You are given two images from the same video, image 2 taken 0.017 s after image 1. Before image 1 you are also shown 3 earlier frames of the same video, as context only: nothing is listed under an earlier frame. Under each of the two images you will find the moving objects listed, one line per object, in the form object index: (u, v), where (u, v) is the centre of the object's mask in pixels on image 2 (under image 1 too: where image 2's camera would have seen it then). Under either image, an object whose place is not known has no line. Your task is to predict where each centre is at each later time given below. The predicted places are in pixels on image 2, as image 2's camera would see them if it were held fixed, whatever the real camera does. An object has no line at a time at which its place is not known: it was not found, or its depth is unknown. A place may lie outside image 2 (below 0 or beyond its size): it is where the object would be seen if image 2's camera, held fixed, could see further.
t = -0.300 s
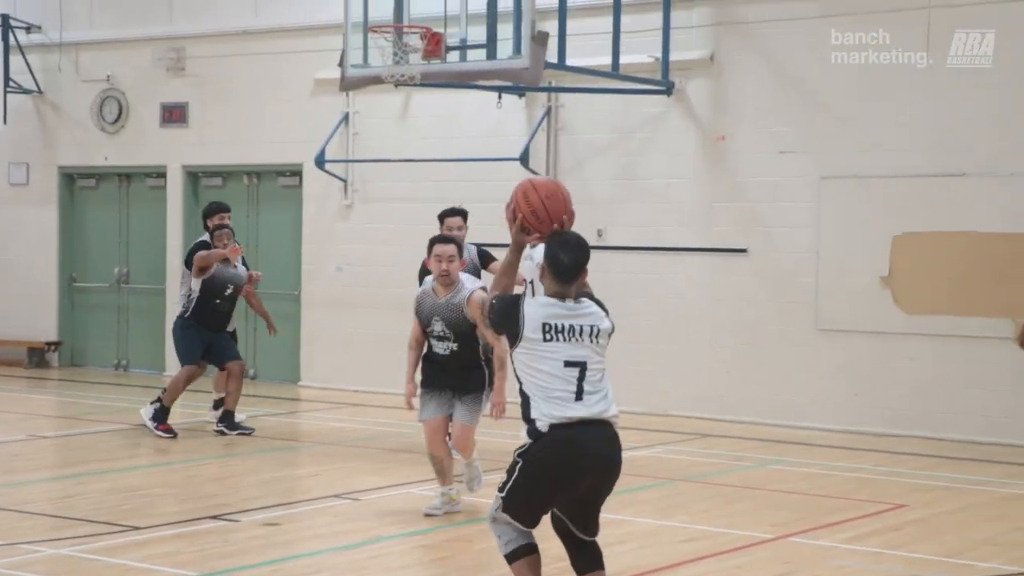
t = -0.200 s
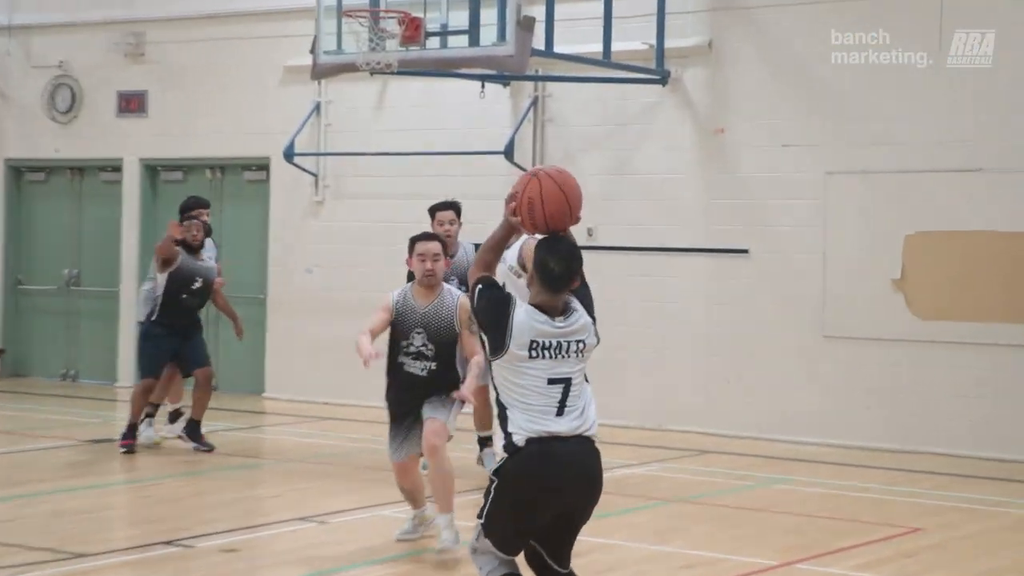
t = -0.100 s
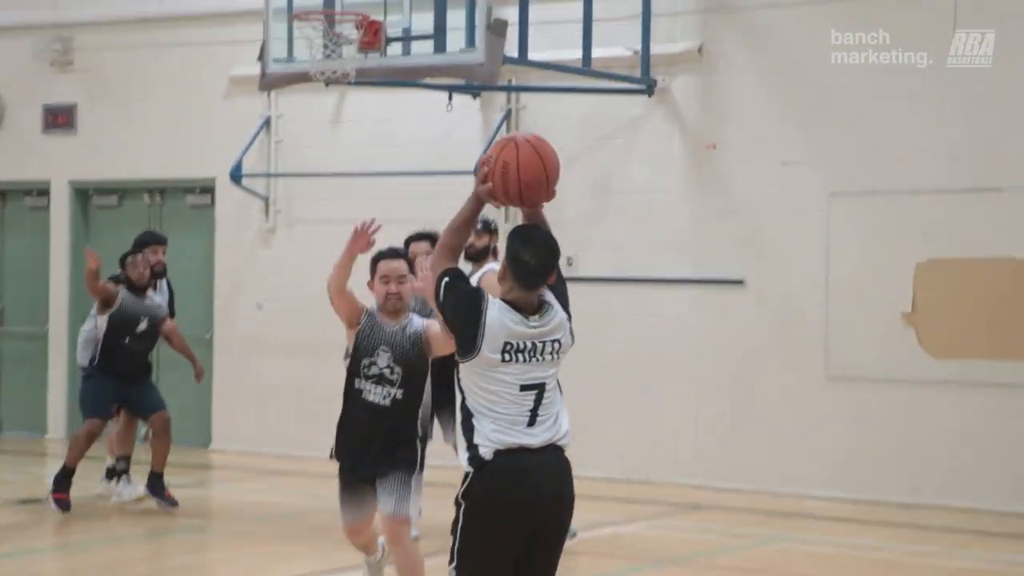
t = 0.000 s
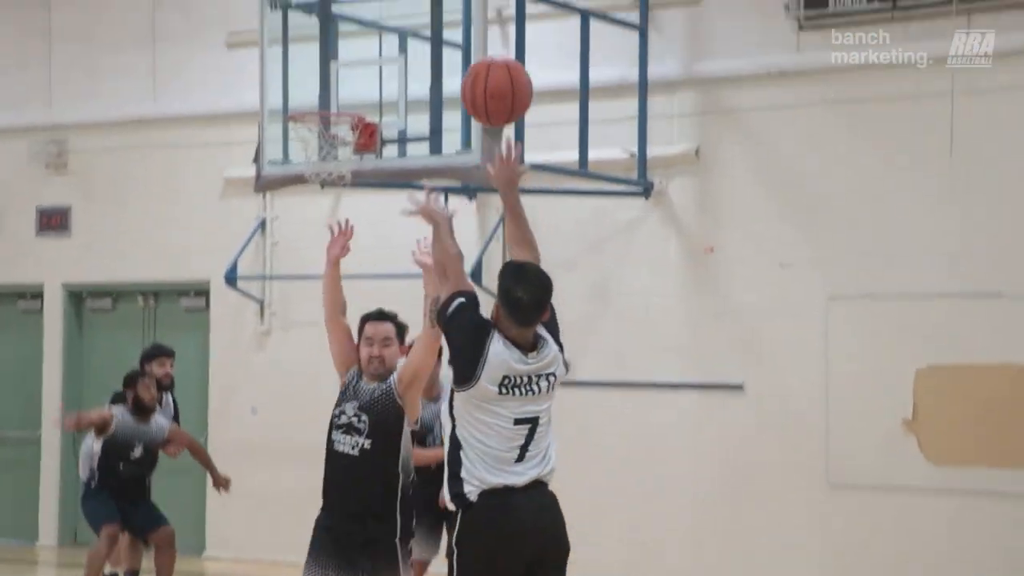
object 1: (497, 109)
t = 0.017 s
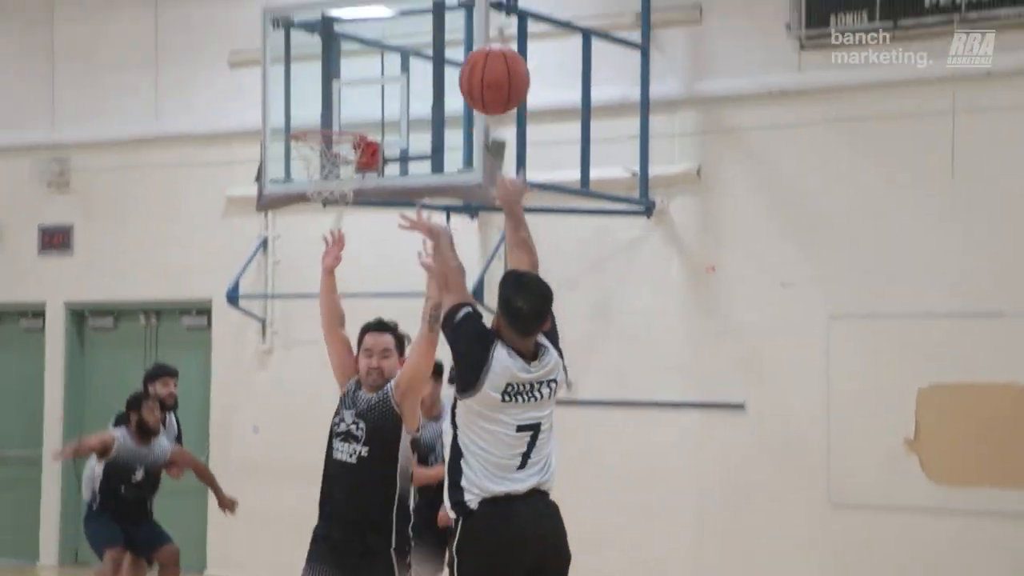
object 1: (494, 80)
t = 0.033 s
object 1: (490, 52)
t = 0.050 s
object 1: (487, 24)
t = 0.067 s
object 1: (484, -1)
